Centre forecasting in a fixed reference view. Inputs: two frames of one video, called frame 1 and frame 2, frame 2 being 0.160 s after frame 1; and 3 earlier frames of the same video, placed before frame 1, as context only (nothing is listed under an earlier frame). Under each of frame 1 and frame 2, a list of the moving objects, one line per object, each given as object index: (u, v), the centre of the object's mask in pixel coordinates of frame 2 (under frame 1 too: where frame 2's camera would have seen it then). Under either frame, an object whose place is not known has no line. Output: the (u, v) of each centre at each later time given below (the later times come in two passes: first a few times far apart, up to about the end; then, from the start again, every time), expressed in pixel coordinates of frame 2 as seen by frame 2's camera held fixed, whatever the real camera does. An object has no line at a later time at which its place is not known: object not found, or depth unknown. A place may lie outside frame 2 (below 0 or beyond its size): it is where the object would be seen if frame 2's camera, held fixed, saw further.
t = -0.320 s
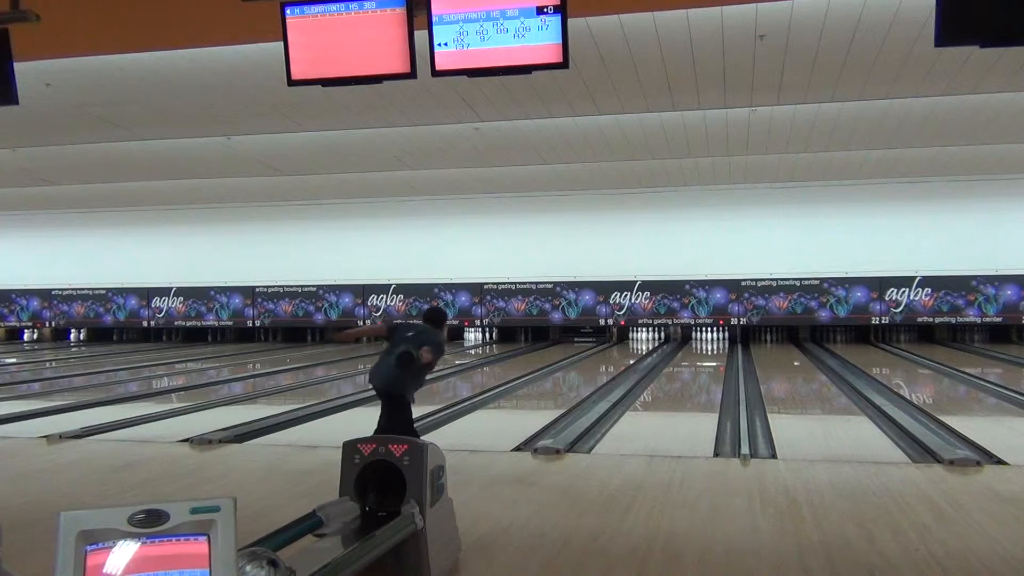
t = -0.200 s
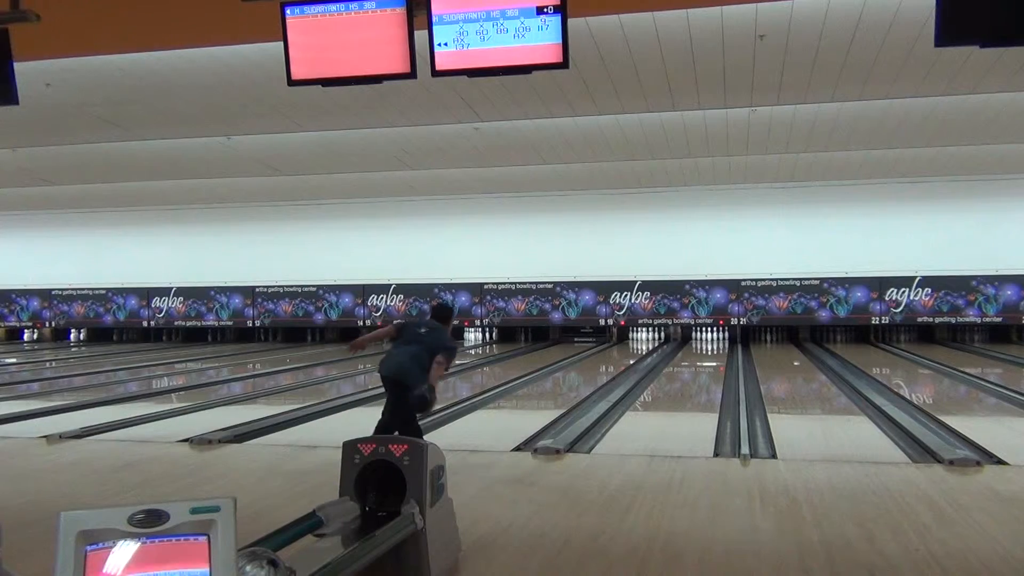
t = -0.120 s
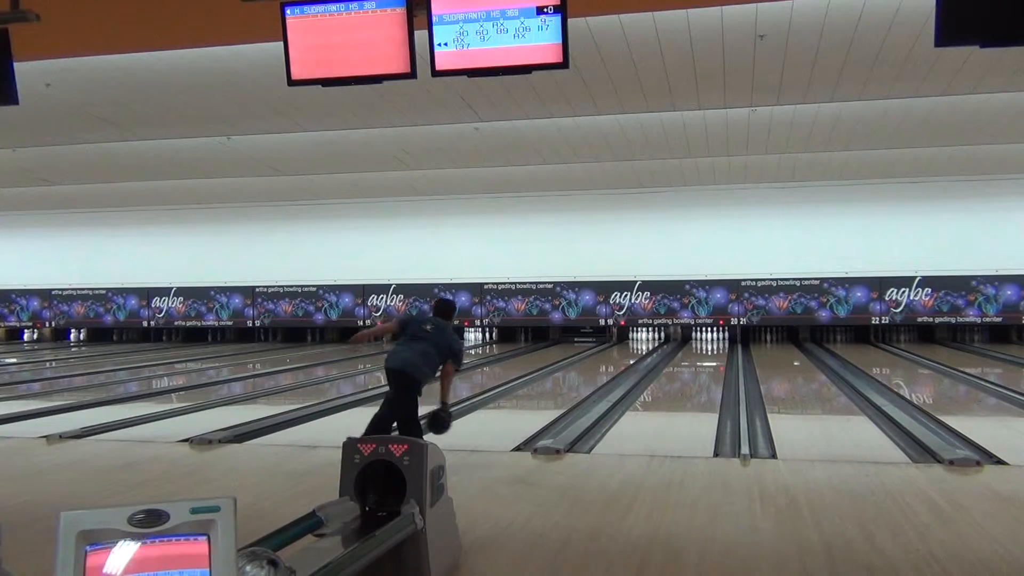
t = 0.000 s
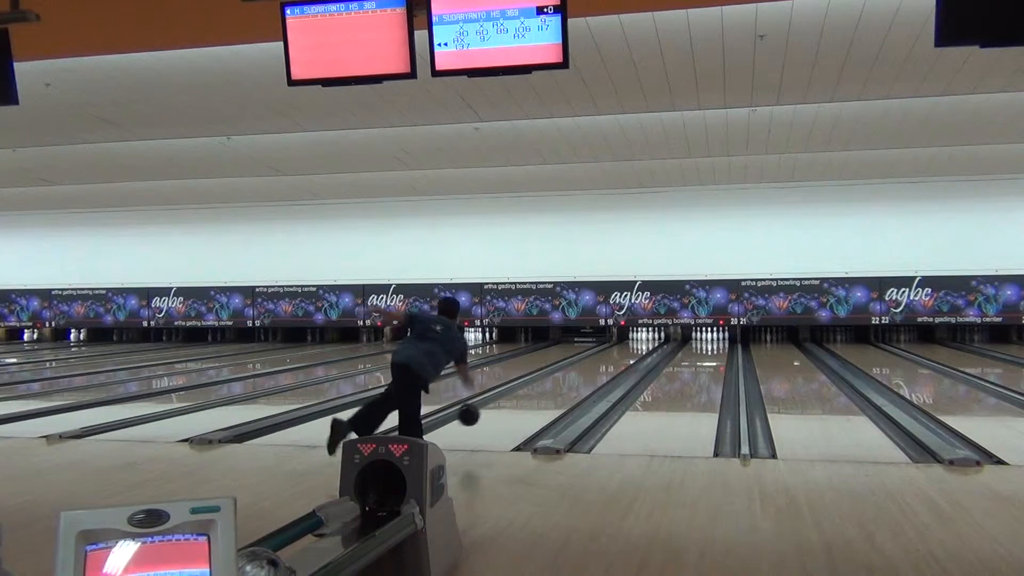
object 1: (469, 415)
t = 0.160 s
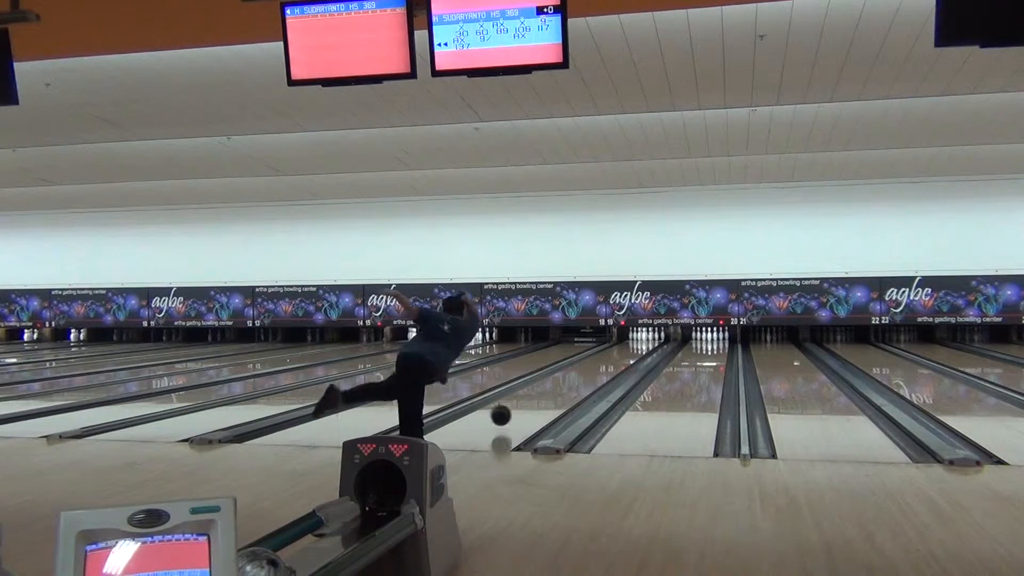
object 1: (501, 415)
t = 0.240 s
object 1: (514, 411)
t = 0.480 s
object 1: (547, 396)
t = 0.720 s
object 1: (571, 383)
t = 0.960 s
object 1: (590, 373)
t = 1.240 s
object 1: (607, 364)
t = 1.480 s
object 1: (618, 357)
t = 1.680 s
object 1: (626, 352)
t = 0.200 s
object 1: (508, 415)
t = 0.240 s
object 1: (514, 411)
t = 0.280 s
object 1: (520, 408)
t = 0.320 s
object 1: (526, 407)
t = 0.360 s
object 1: (532, 404)
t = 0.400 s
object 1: (537, 401)
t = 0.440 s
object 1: (542, 399)
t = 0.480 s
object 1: (547, 396)
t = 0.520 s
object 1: (552, 394)
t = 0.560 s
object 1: (556, 391)
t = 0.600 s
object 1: (560, 389)
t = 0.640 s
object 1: (564, 387)
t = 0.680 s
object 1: (568, 385)
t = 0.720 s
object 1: (571, 383)
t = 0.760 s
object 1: (574, 381)
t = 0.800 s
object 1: (578, 380)
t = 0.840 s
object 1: (581, 378)
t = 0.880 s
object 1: (584, 376)
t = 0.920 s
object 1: (587, 375)
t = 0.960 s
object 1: (590, 373)
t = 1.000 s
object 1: (593, 372)
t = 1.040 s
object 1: (595, 370)
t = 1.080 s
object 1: (597, 369)
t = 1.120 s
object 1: (600, 367)
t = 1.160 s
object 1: (602, 366)
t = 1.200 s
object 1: (605, 365)
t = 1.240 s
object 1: (607, 364)
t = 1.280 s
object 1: (609, 363)
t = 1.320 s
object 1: (611, 362)
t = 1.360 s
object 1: (613, 360)
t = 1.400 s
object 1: (614, 360)
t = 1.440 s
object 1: (616, 359)
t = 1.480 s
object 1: (618, 357)
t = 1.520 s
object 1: (620, 356)
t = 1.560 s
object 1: (621, 356)
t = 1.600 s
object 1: (623, 355)
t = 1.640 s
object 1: (624, 354)
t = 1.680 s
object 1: (626, 352)
